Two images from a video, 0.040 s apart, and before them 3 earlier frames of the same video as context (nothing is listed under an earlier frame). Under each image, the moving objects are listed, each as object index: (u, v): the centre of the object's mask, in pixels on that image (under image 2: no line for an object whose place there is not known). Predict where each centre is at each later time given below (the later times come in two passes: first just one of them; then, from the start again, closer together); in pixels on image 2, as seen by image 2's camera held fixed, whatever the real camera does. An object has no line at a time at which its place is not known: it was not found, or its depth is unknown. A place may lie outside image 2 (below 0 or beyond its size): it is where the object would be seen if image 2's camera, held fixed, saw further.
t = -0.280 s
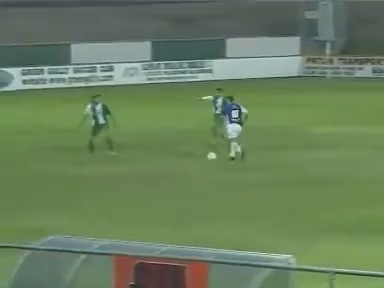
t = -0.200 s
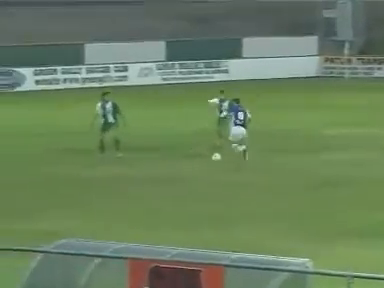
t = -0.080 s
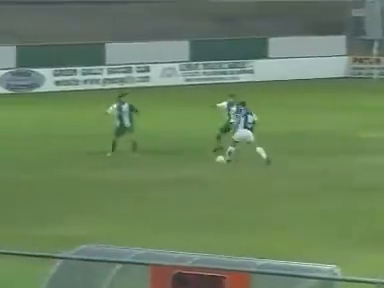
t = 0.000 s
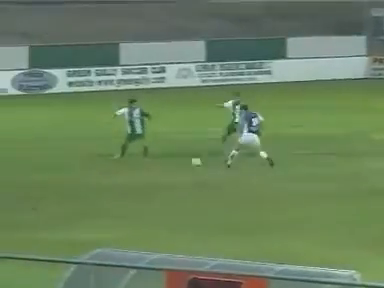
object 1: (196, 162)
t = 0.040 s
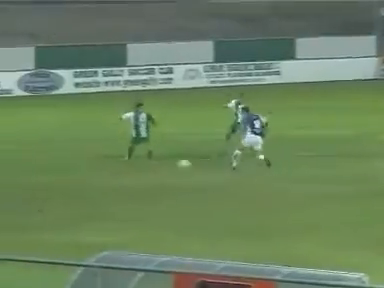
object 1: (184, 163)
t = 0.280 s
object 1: (80, 163)
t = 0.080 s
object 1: (164, 164)
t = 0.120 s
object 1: (147, 163)
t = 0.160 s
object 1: (129, 164)
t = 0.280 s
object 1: (80, 163)
